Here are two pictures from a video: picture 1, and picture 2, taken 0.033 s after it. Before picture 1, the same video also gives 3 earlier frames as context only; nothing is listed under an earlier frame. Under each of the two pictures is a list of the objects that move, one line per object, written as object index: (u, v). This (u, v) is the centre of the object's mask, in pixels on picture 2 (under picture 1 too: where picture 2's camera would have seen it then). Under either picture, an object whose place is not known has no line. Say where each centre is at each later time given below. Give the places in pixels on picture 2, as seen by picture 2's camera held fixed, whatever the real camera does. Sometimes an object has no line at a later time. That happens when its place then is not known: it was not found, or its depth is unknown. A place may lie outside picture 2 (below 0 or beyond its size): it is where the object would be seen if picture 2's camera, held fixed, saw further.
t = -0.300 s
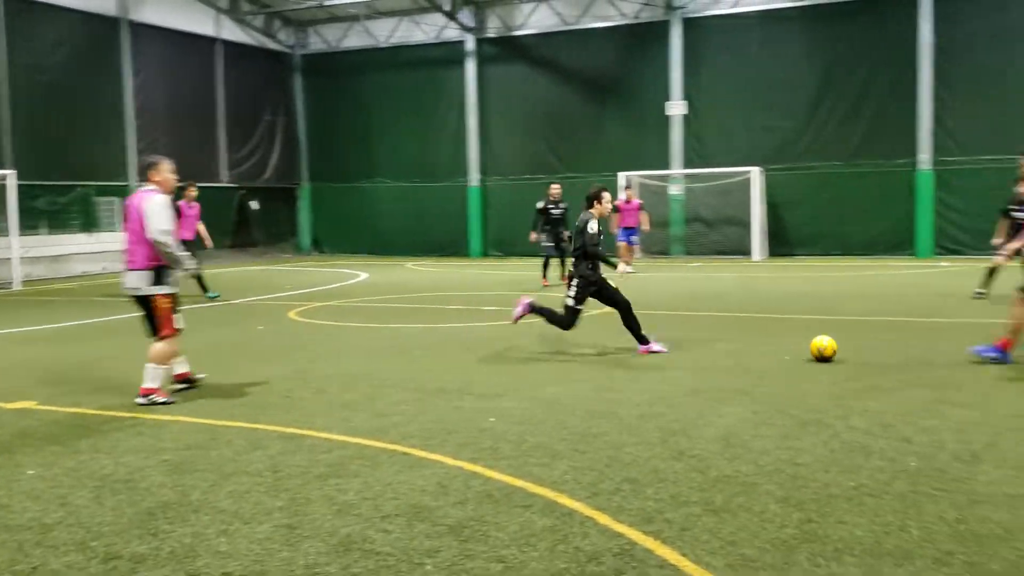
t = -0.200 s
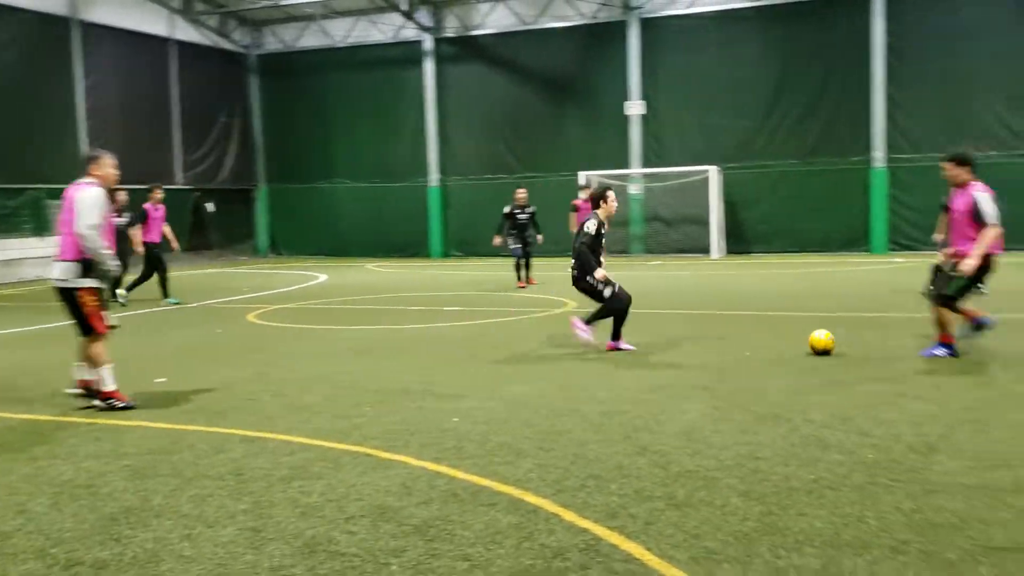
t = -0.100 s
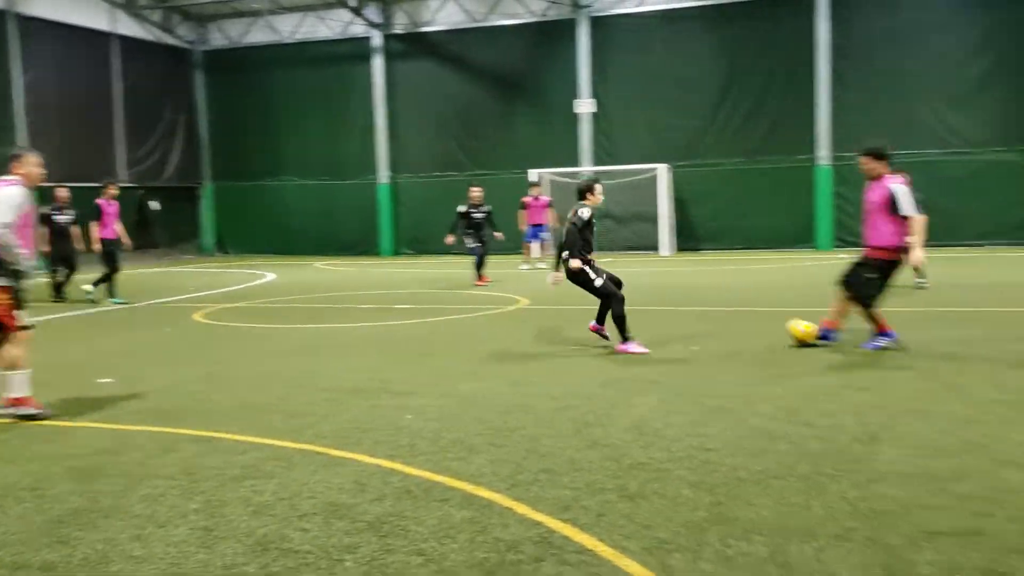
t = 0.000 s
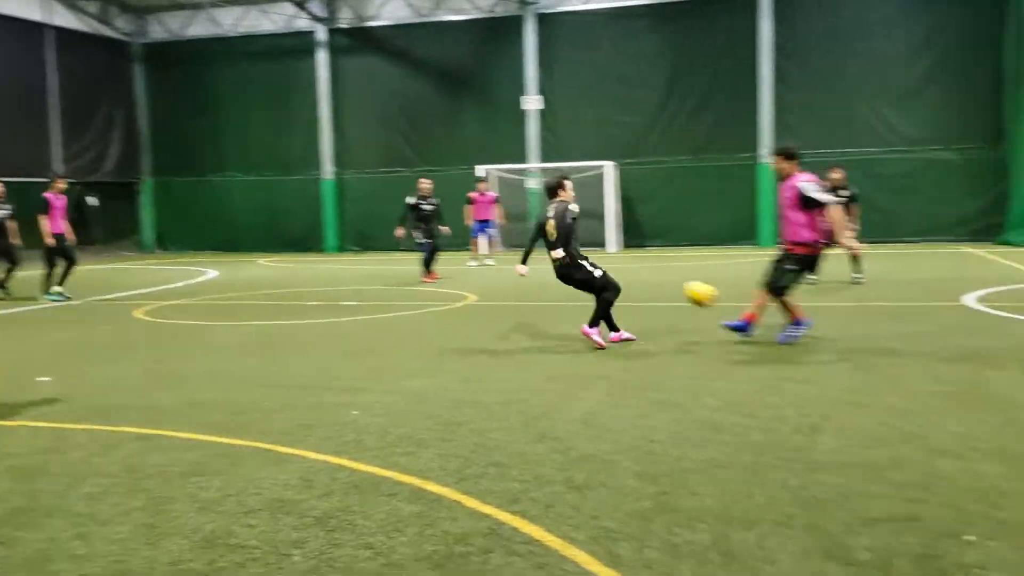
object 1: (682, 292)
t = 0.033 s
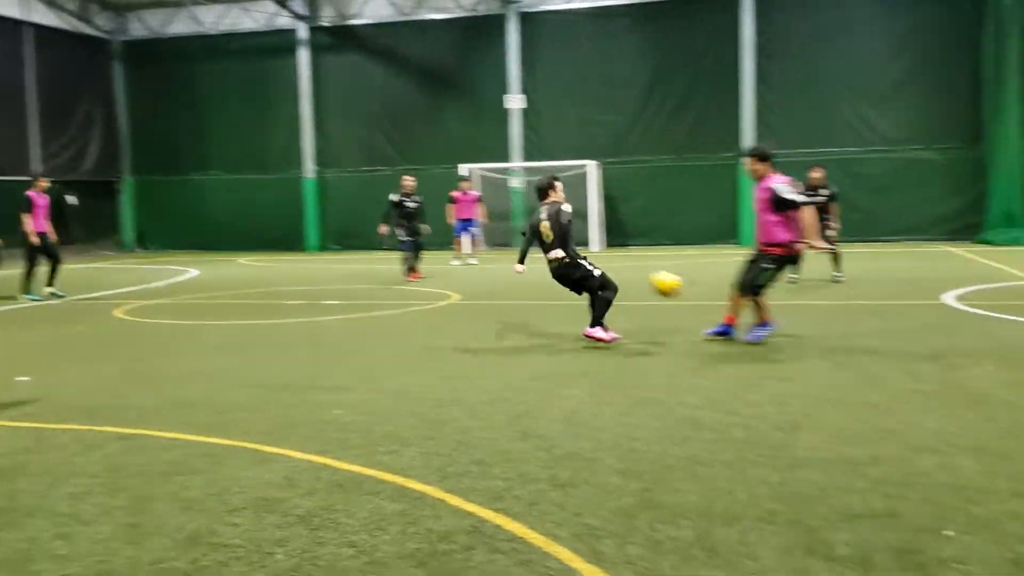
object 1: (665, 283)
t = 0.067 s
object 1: (650, 276)
